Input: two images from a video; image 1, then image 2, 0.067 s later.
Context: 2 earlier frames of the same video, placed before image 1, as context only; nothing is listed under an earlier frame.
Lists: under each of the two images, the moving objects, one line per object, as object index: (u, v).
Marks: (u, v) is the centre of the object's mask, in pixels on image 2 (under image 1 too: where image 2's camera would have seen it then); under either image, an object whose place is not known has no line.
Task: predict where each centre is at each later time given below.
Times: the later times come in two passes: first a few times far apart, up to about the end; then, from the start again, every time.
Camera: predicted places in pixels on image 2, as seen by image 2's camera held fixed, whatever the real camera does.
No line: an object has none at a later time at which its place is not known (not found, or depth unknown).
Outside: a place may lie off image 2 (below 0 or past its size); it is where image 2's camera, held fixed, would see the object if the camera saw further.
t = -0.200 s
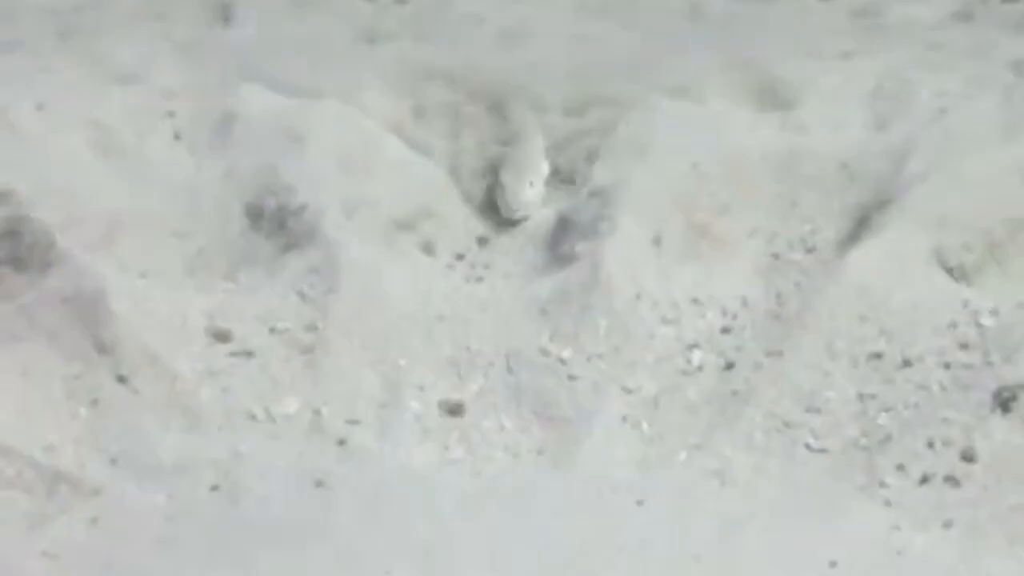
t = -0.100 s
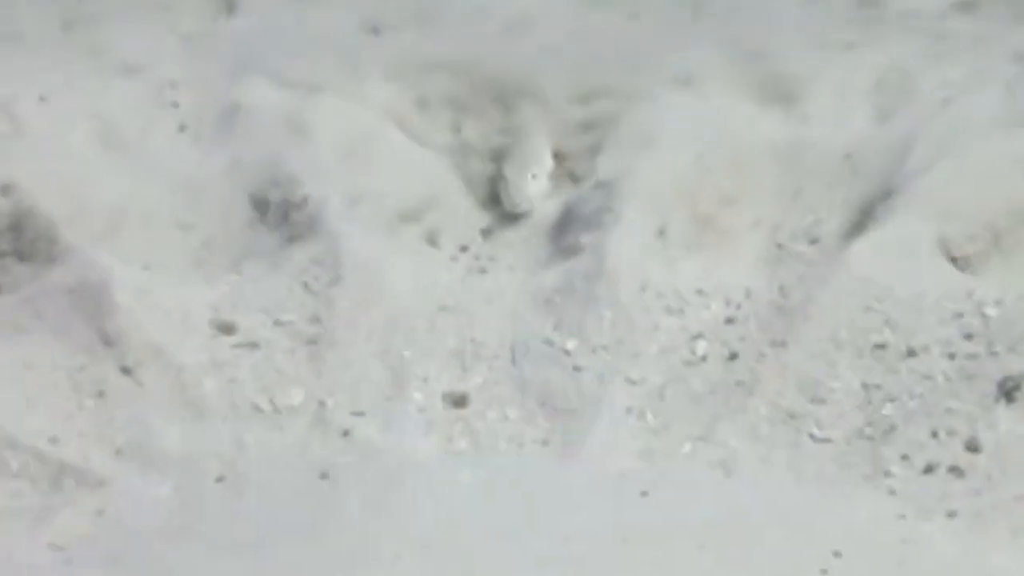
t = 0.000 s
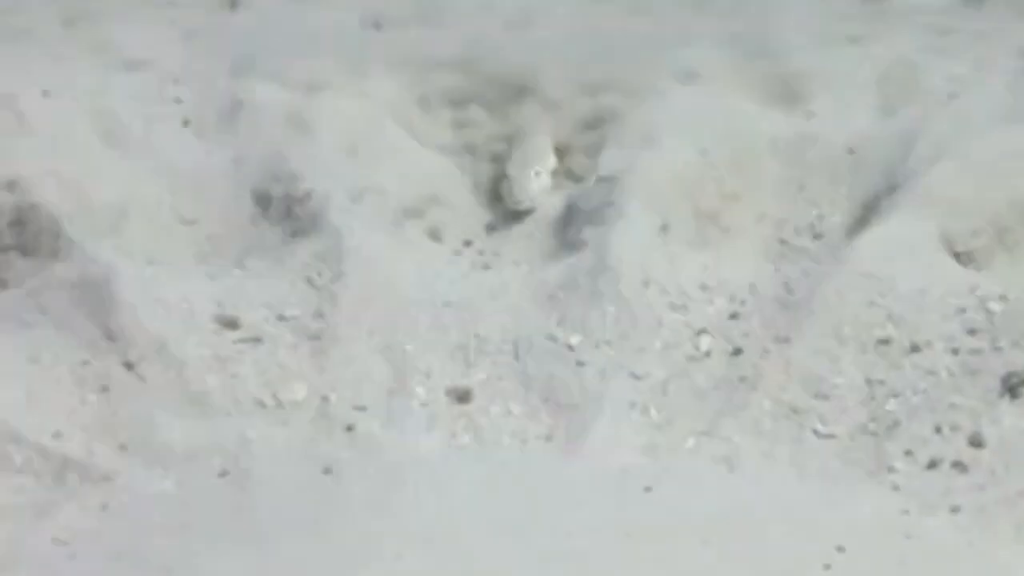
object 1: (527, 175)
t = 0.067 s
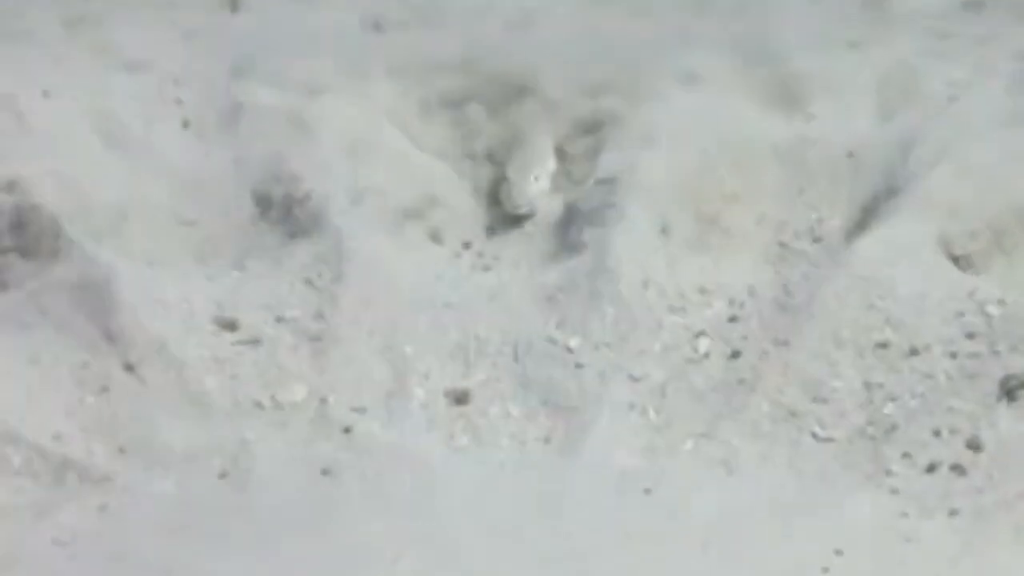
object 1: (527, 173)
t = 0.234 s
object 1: (524, 175)
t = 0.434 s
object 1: (522, 177)
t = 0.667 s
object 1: (516, 197)
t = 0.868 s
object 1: (511, 203)
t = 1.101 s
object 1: (501, 224)
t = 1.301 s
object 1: (496, 243)
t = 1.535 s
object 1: (494, 257)
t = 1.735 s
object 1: (489, 266)
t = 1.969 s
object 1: (496, 270)
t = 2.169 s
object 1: (497, 281)
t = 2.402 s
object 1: (498, 301)
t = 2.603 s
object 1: (503, 320)
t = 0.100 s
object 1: (527, 176)
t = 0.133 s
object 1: (526, 177)
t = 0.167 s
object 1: (527, 177)
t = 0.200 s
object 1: (525, 178)
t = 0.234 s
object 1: (524, 175)
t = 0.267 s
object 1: (525, 176)
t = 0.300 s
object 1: (524, 179)
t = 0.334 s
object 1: (523, 178)
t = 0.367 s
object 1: (523, 178)
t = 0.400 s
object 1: (523, 177)
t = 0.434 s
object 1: (522, 177)
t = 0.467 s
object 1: (522, 178)
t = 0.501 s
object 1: (523, 177)
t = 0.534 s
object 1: (520, 181)
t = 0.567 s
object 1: (519, 181)
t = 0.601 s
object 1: (519, 181)
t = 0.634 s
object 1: (517, 193)
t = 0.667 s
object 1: (516, 197)
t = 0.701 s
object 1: (516, 196)
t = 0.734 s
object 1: (515, 198)
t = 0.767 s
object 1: (515, 199)
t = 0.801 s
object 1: (514, 202)
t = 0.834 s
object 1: (514, 203)
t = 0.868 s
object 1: (511, 203)
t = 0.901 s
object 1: (509, 206)
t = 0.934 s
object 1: (506, 210)
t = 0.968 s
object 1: (503, 216)
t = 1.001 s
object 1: (504, 218)
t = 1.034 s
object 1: (501, 223)
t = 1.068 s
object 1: (502, 225)
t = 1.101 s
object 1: (501, 224)
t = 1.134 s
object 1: (498, 235)
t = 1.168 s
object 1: (497, 236)
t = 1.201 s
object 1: (498, 240)
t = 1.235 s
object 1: (499, 238)
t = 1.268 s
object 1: (498, 237)
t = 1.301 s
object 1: (496, 243)
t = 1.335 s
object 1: (495, 244)
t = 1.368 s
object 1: (494, 251)
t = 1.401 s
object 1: (493, 255)
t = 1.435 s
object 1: (493, 256)
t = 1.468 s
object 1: (491, 256)
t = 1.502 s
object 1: (491, 257)
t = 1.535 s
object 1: (494, 257)
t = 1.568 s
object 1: (494, 257)
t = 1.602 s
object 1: (500, 259)
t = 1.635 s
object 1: (497, 261)
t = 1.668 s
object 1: (492, 266)
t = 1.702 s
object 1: (495, 266)
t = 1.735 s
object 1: (489, 266)
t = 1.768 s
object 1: (498, 266)
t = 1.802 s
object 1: (497, 266)
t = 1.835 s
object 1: (499, 268)
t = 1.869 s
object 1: (497, 267)
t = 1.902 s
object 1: (495, 269)
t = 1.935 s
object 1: (495, 268)
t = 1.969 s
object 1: (496, 270)
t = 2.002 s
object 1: (496, 271)
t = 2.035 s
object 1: (496, 272)
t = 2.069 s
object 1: (497, 273)
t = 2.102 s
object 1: (498, 275)
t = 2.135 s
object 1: (498, 277)
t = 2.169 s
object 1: (497, 281)
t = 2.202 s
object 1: (497, 283)
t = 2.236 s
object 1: (498, 288)
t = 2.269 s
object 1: (497, 291)
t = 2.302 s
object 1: (497, 295)
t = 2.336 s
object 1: (497, 296)
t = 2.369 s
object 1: (498, 300)
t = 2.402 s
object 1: (498, 301)
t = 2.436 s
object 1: (499, 304)
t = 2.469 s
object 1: (499, 308)
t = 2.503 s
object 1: (500, 313)
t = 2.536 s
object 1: (499, 315)
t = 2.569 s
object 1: (500, 318)
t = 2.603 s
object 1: (503, 320)
